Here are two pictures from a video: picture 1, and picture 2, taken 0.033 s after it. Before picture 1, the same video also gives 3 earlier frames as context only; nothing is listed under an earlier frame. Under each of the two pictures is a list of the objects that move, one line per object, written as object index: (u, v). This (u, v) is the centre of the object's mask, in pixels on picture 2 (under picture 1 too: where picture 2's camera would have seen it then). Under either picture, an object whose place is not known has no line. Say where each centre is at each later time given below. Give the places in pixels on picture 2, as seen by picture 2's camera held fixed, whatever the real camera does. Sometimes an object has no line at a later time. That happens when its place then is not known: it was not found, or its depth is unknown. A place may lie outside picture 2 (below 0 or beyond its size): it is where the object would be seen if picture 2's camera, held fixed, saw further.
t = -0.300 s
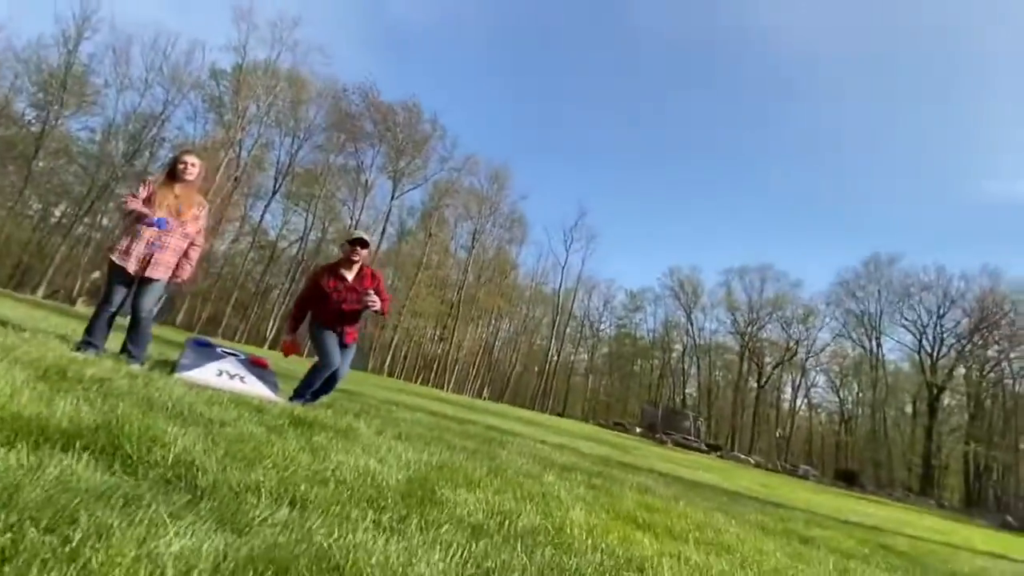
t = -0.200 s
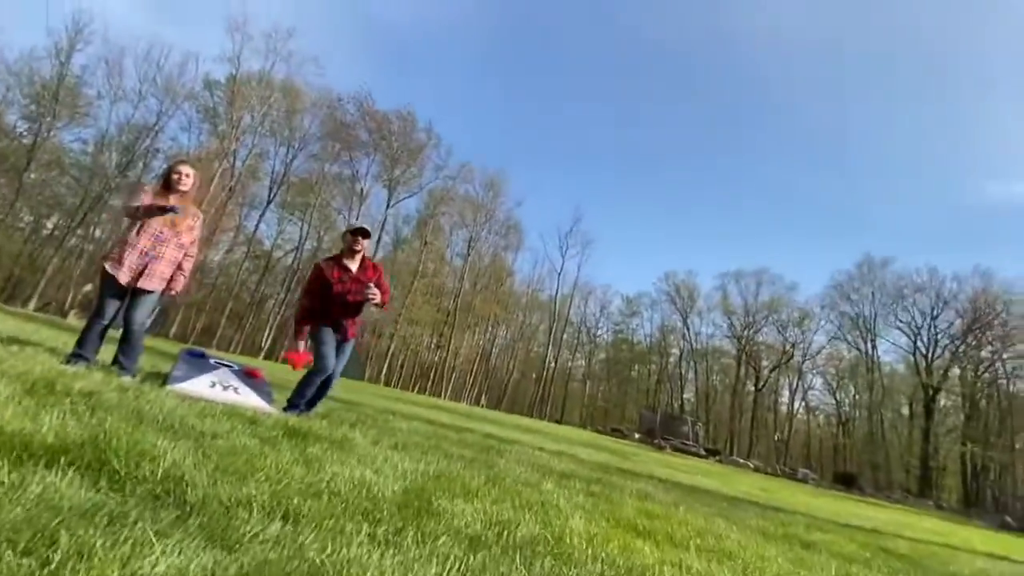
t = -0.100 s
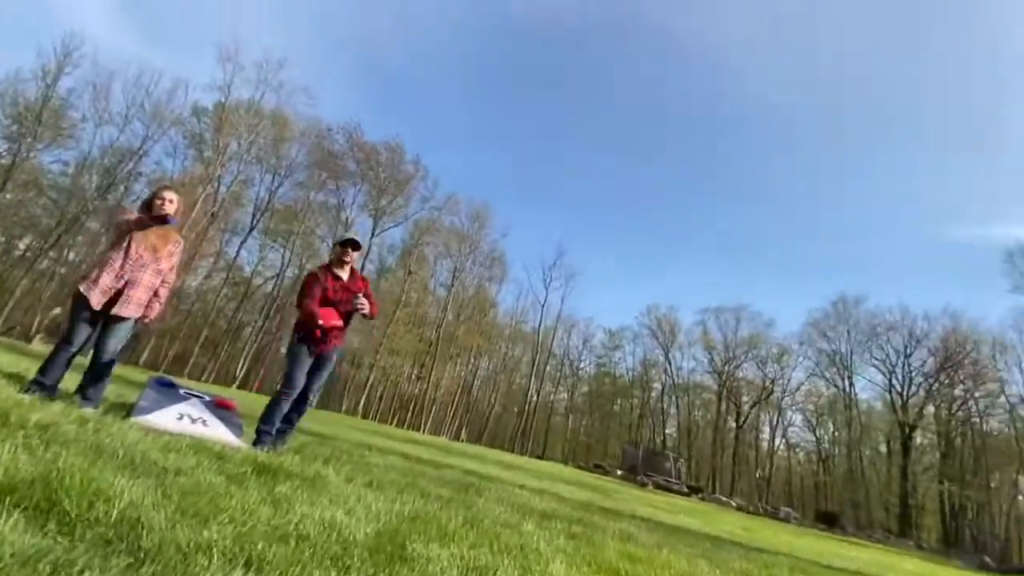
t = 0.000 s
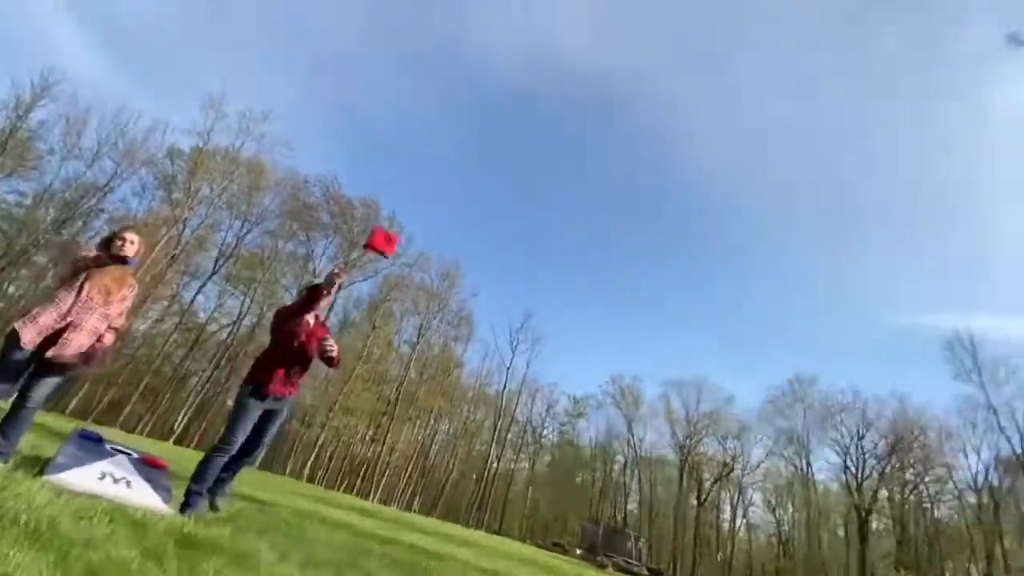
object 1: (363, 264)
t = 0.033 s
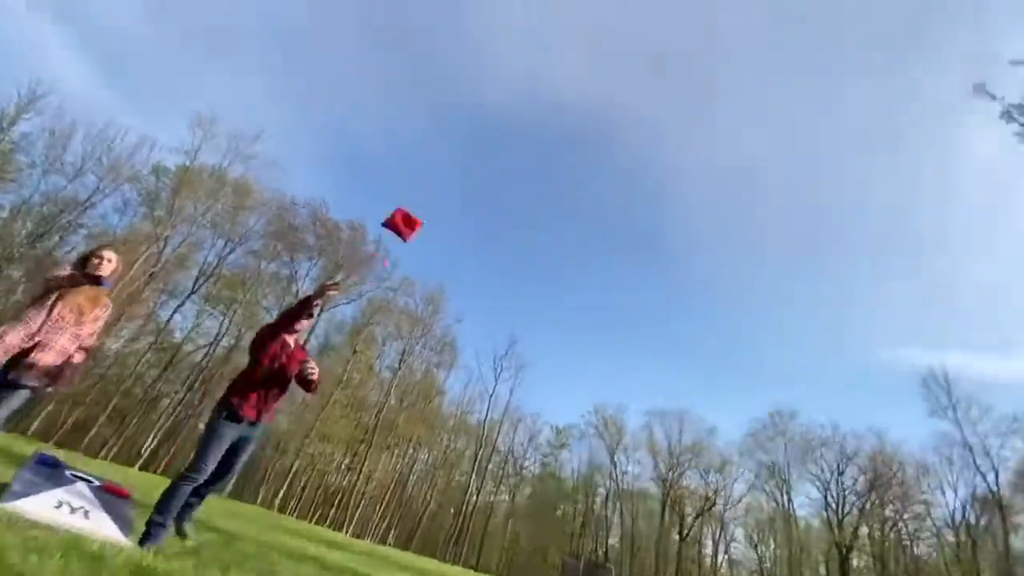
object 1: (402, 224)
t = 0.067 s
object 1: (440, 184)
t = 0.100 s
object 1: (476, 147)
